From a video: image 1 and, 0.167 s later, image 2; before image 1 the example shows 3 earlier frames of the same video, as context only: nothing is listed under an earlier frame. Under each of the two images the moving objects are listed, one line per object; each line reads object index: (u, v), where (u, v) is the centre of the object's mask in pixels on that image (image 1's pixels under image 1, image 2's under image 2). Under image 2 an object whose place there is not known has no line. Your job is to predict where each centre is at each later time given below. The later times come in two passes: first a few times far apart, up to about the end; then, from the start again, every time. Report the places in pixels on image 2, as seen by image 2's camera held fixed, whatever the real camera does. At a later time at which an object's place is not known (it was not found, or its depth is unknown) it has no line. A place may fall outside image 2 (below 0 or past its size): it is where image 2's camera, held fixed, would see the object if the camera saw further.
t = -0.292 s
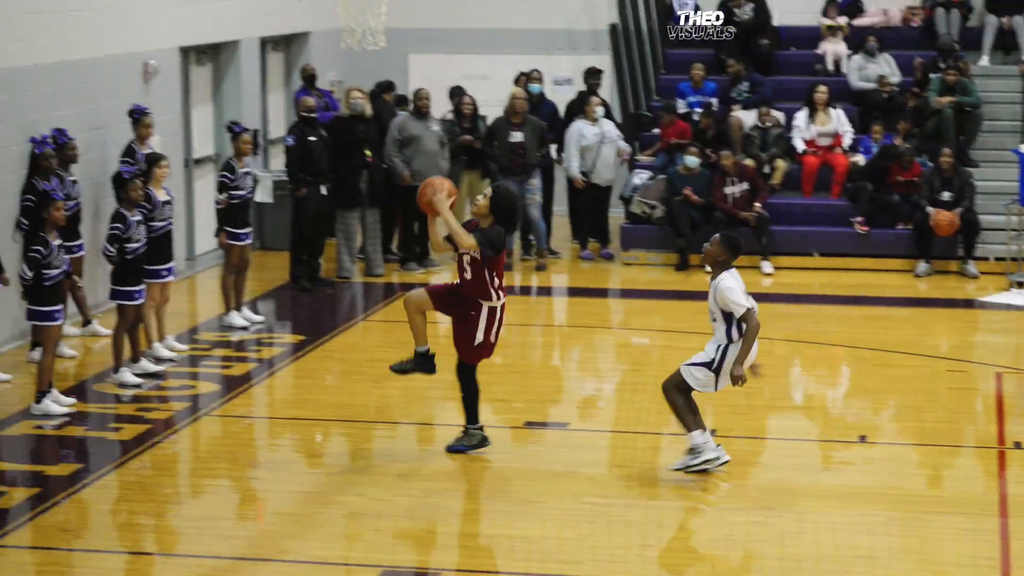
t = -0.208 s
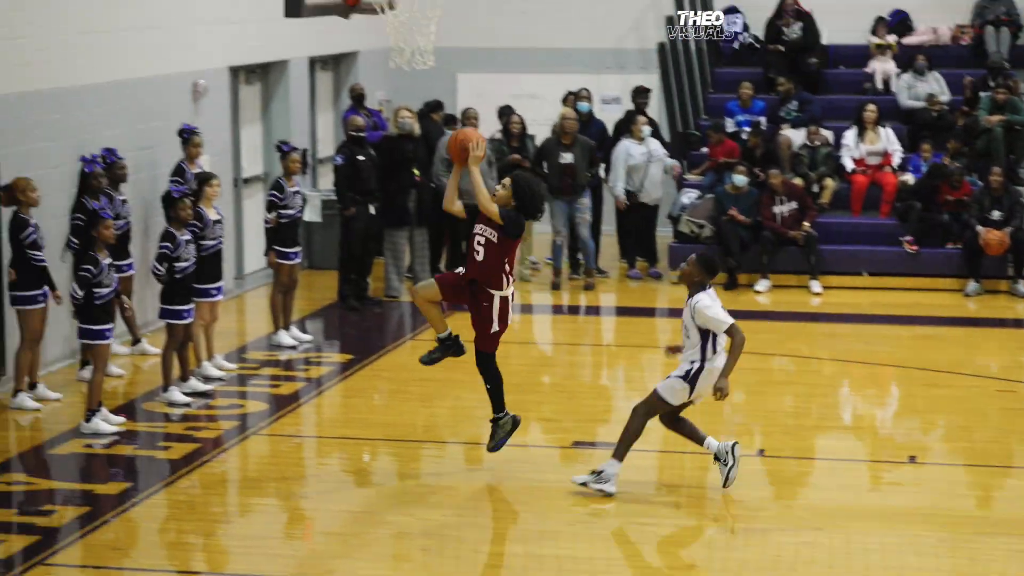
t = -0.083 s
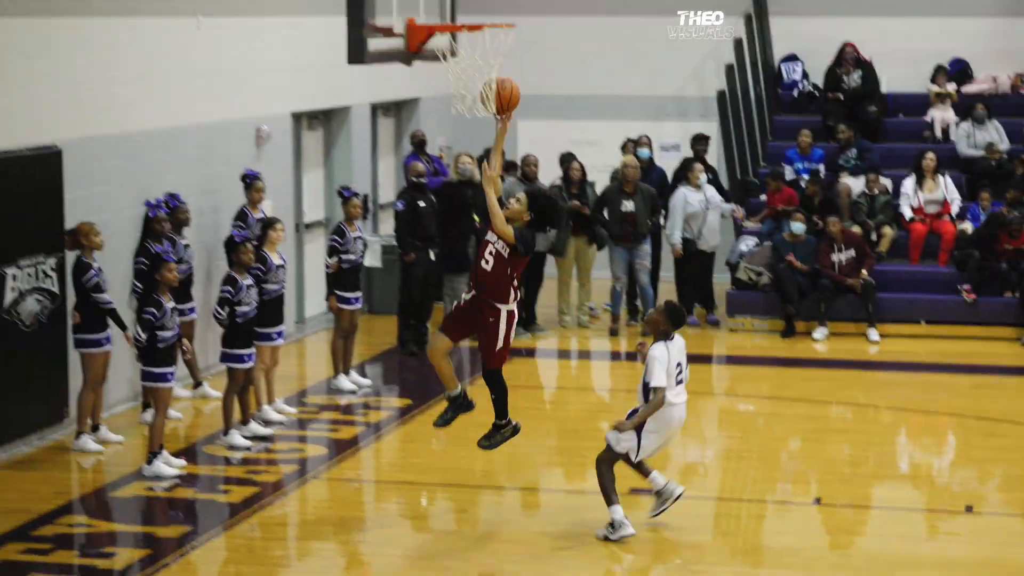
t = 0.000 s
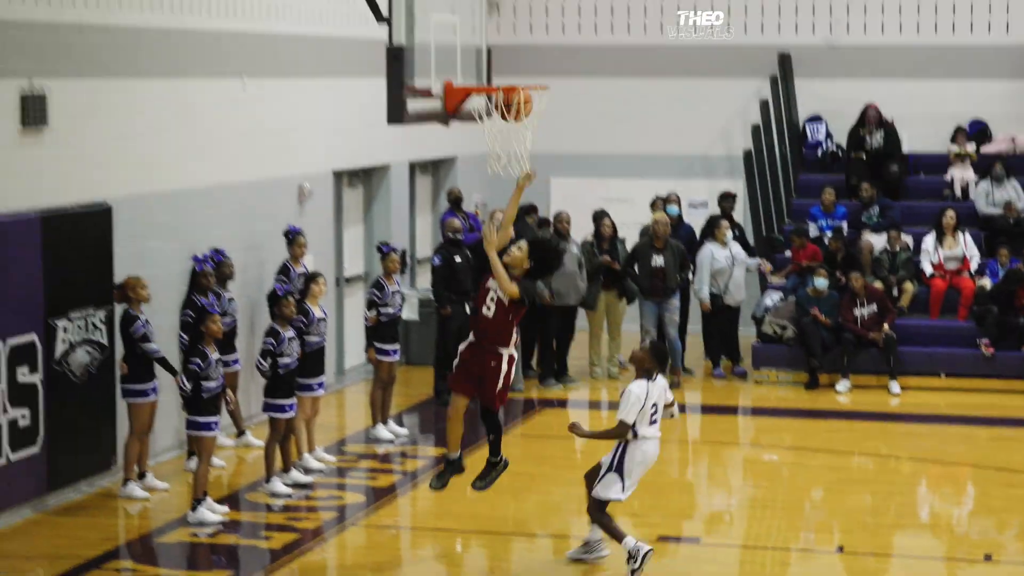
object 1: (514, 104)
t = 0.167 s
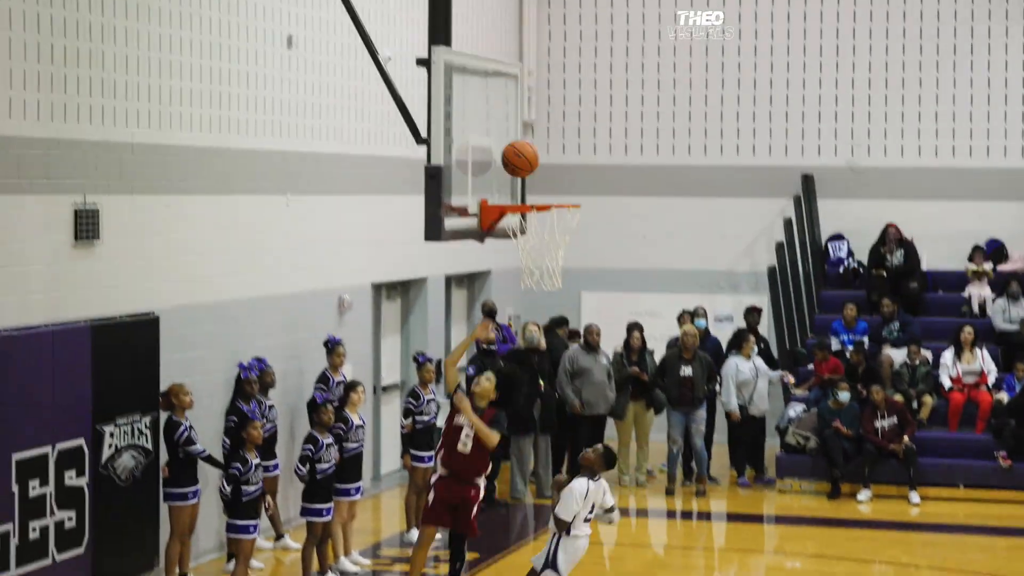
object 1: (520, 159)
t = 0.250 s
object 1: (530, 151)
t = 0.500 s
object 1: (559, 191)
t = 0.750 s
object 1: (512, 266)
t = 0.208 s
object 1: (525, 154)
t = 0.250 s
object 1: (530, 151)
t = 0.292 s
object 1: (535, 152)
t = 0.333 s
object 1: (540, 155)
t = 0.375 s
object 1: (545, 160)
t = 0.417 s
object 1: (550, 169)
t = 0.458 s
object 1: (555, 180)
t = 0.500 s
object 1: (559, 191)
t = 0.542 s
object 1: (556, 205)
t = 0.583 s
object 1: (545, 218)
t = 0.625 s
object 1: (533, 232)
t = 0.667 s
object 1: (522, 248)
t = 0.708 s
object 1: (516, 257)
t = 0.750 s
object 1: (512, 266)
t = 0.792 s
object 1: (508, 276)
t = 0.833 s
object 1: (504, 289)
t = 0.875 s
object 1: (500, 305)
